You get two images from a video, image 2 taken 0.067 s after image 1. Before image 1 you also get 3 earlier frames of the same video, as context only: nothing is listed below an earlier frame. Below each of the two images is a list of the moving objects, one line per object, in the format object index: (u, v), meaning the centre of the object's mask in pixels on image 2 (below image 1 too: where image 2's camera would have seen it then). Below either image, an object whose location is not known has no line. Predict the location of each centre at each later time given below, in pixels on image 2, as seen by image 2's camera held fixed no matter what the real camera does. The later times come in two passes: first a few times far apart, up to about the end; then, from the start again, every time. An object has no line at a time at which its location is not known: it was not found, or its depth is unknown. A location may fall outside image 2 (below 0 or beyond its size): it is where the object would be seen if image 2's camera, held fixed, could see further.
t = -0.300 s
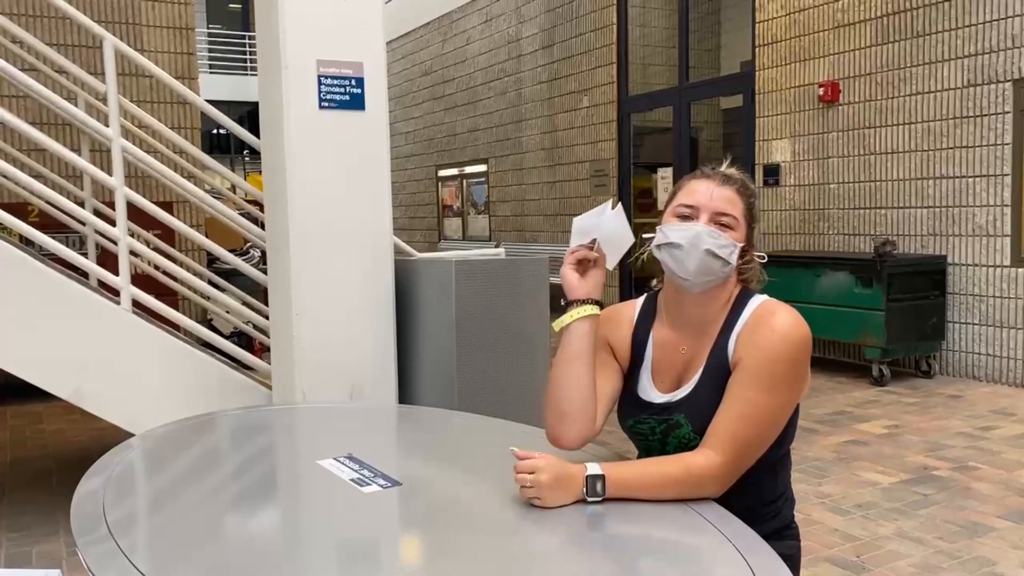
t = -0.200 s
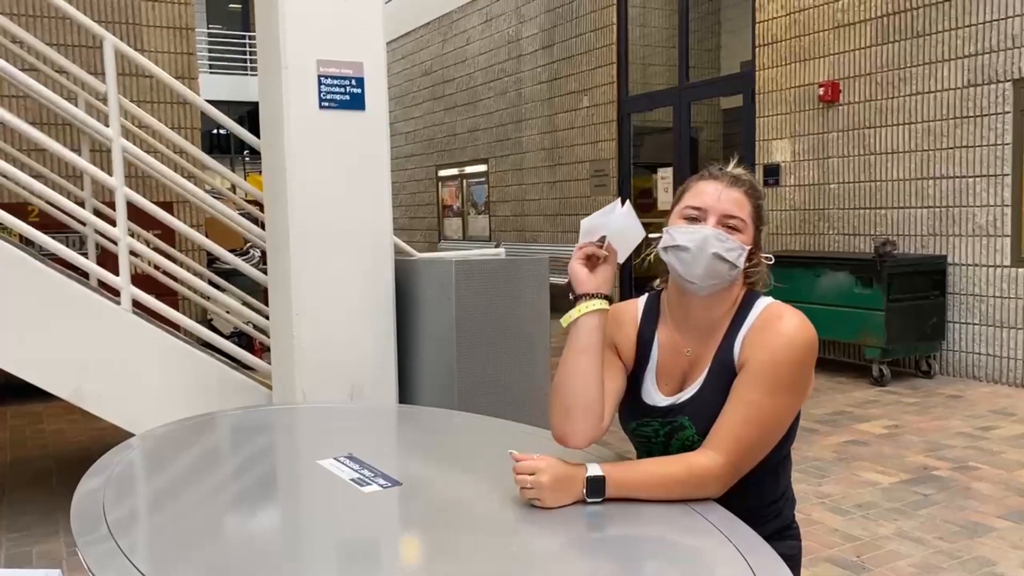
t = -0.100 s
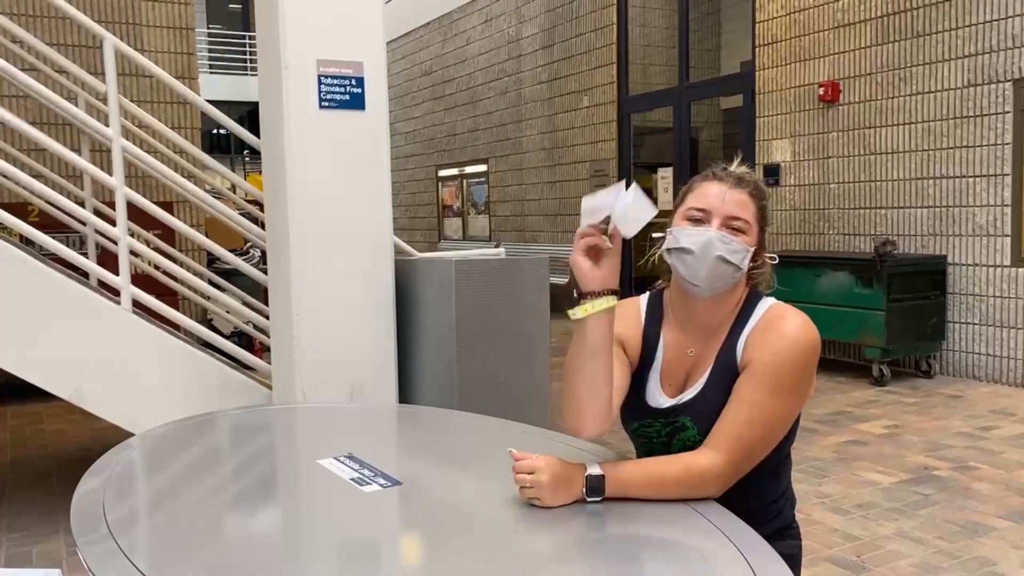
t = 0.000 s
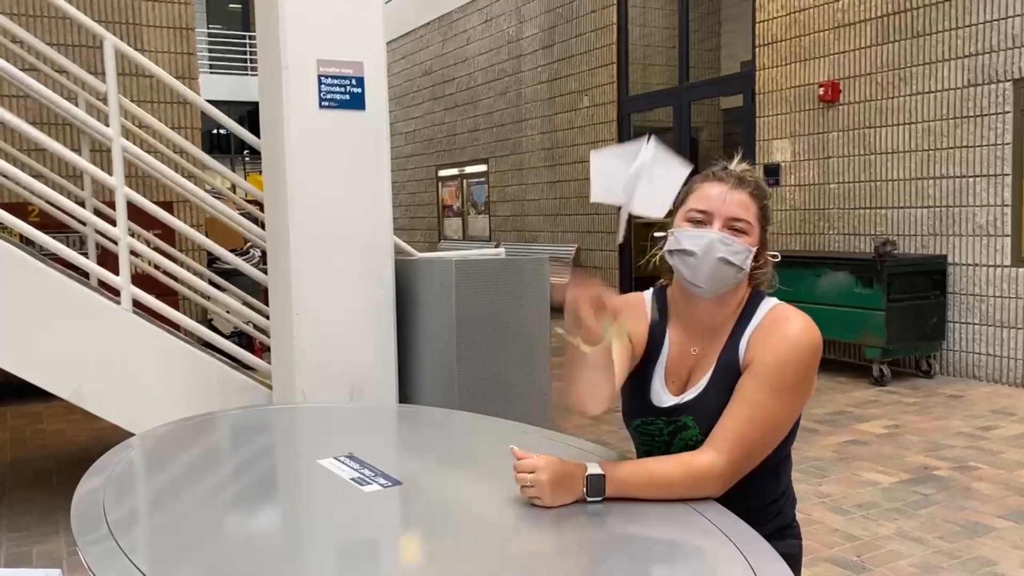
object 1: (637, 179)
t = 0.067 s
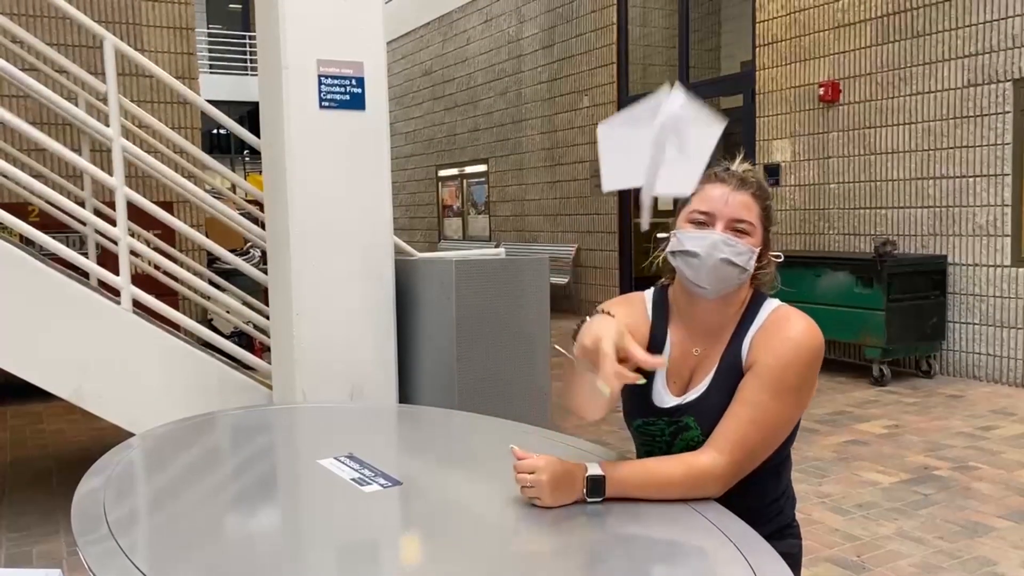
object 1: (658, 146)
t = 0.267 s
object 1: (723, 60)
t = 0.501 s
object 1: (752, 103)
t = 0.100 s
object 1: (671, 125)
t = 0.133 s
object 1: (685, 96)
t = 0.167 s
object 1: (696, 80)
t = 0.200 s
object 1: (703, 71)
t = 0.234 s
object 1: (713, 65)
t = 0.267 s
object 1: (723, 60)
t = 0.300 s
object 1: (731, 55)
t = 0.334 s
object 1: (738, 51)
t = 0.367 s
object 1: (741, 50)
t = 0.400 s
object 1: (743, 53)
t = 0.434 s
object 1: (745, 61)
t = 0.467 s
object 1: (747, 76)
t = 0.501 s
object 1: (752, 103)
